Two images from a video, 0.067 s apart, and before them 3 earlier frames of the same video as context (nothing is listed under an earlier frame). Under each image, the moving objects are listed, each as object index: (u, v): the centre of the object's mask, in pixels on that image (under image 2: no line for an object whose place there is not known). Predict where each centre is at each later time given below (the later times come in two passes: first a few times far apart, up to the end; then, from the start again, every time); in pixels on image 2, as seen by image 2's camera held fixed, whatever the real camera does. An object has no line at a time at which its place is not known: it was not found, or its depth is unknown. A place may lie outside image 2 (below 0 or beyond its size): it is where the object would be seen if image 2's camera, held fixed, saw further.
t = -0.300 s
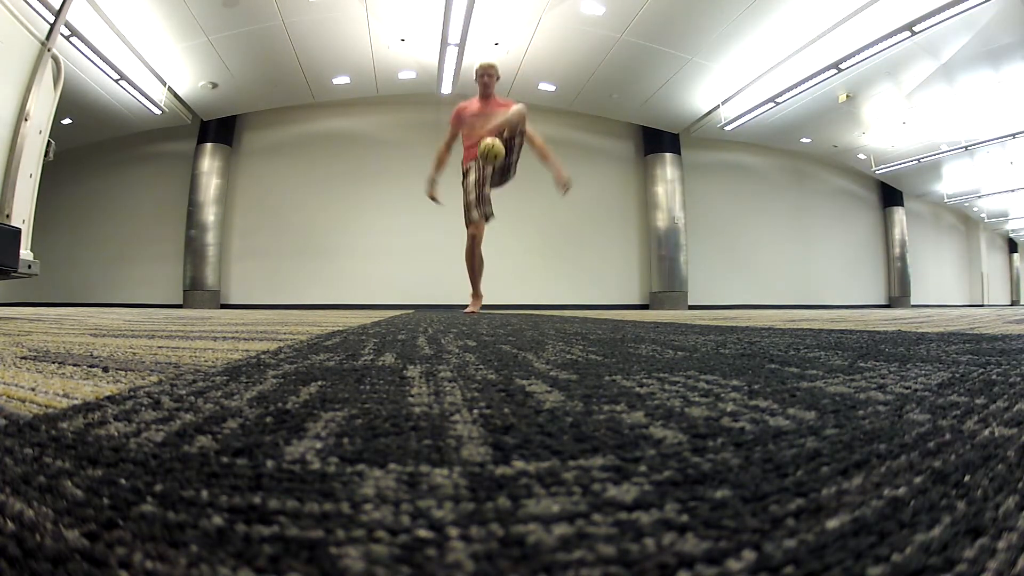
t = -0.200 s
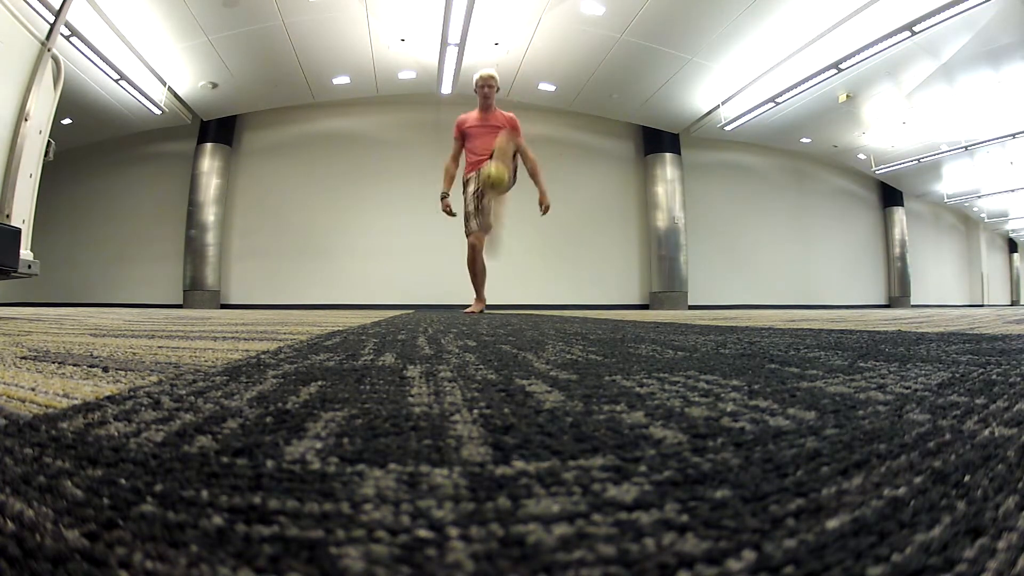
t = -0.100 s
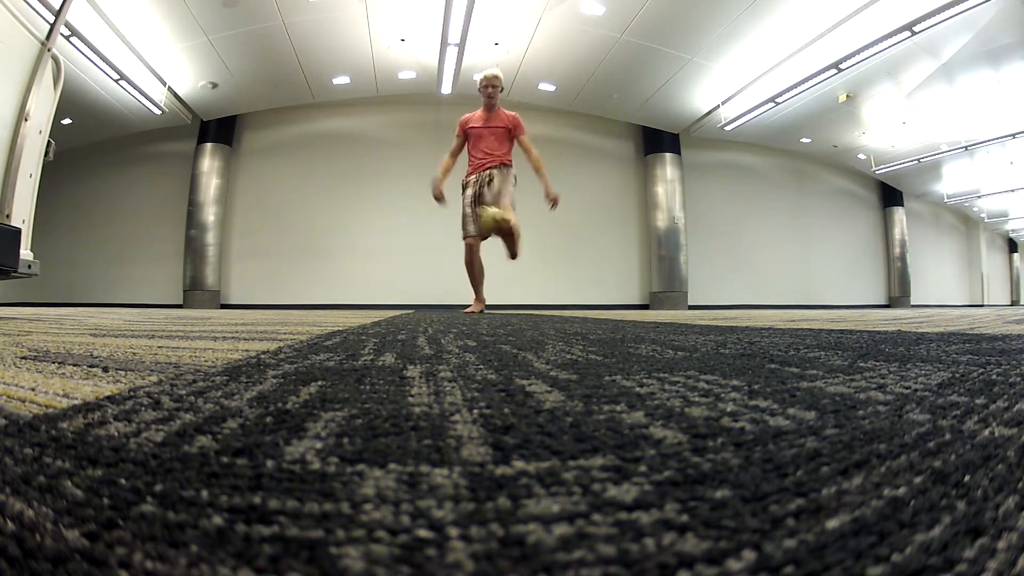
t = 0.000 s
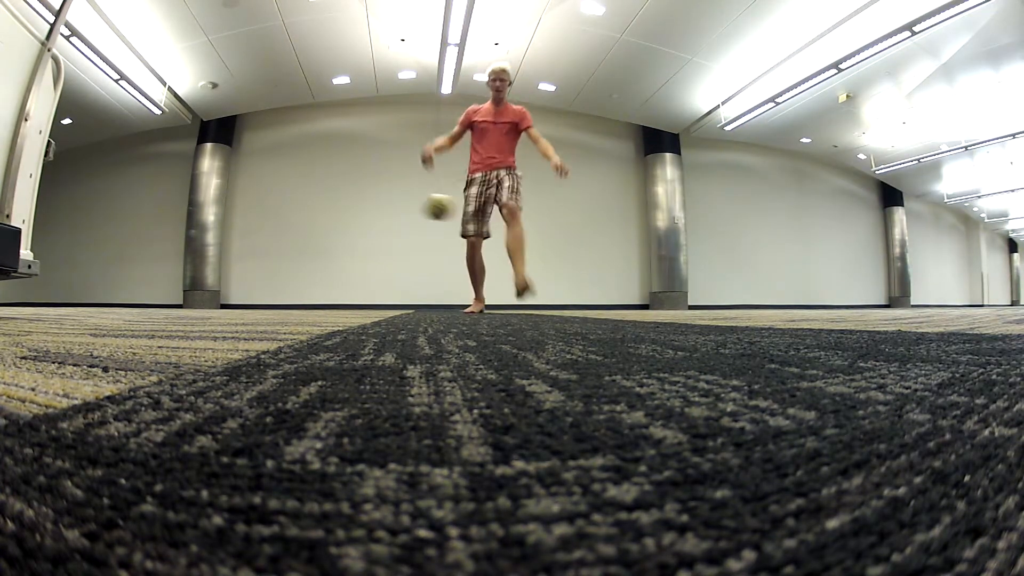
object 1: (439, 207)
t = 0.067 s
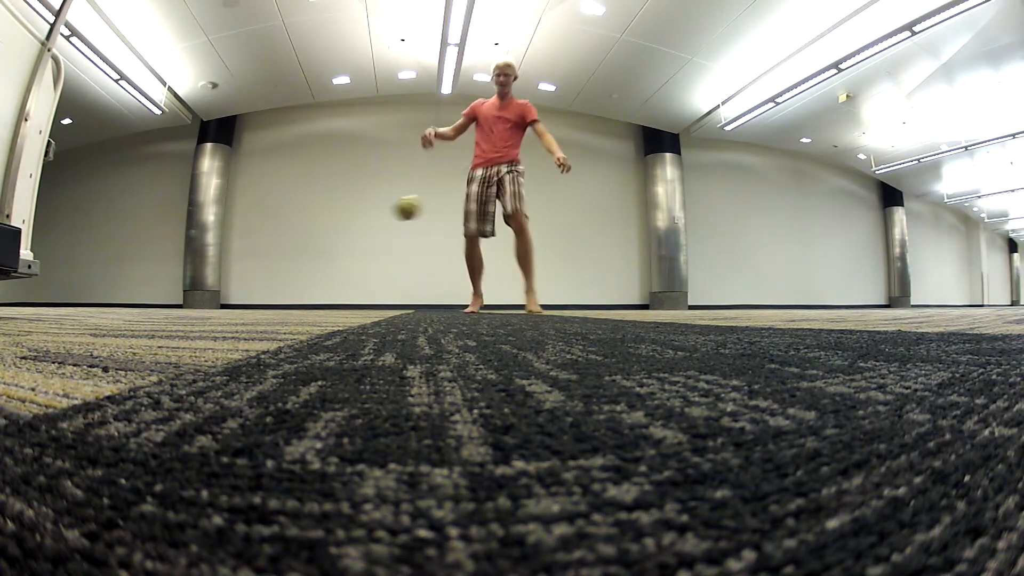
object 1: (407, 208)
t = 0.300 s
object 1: (324, 257)
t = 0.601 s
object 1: (272, 290)
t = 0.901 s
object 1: (249, 301)
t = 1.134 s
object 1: (236, 302)
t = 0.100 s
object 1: (394, 211)
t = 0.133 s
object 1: (380, 215)
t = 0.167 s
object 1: (368, 220)
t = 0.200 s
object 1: (356, 228)
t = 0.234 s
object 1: (345, 237)
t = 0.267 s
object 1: (334, 246)
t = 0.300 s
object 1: (324, 257)
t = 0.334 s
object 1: (314, 270)
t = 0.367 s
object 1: (304, 284)
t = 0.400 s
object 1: (296, 298)
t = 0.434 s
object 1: (290, 301)
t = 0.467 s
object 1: (286, 296)
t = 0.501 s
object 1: (282, 292)
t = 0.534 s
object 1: (278, 290)
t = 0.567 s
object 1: (275, 289)
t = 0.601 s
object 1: (272, 290)
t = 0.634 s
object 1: (269, 292)
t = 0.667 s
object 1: (266, 294)
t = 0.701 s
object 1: (263, 298)
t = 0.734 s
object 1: (260, 303)
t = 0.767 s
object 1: (257, 302)
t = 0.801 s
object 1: (255, 300)
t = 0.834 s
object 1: (253, 299)
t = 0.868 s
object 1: (251, 300)
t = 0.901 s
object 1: (249, 301)
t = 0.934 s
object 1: (246, 303)
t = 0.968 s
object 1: (245, 302)
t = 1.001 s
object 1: (243, 302)
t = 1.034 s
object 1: (241, 302)
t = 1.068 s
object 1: (239, 303)
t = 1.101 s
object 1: (238, 303)
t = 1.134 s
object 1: (236, 302)
